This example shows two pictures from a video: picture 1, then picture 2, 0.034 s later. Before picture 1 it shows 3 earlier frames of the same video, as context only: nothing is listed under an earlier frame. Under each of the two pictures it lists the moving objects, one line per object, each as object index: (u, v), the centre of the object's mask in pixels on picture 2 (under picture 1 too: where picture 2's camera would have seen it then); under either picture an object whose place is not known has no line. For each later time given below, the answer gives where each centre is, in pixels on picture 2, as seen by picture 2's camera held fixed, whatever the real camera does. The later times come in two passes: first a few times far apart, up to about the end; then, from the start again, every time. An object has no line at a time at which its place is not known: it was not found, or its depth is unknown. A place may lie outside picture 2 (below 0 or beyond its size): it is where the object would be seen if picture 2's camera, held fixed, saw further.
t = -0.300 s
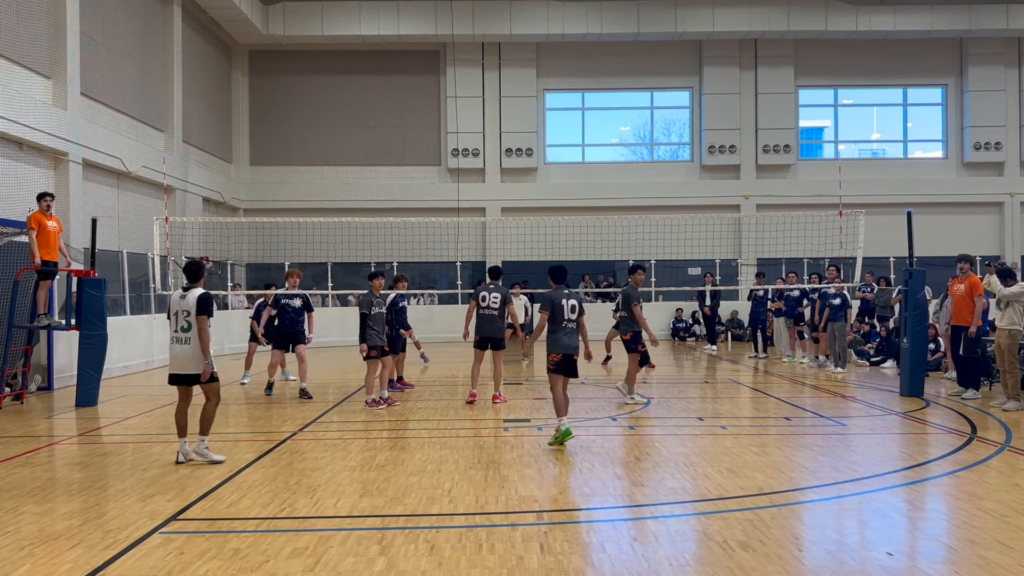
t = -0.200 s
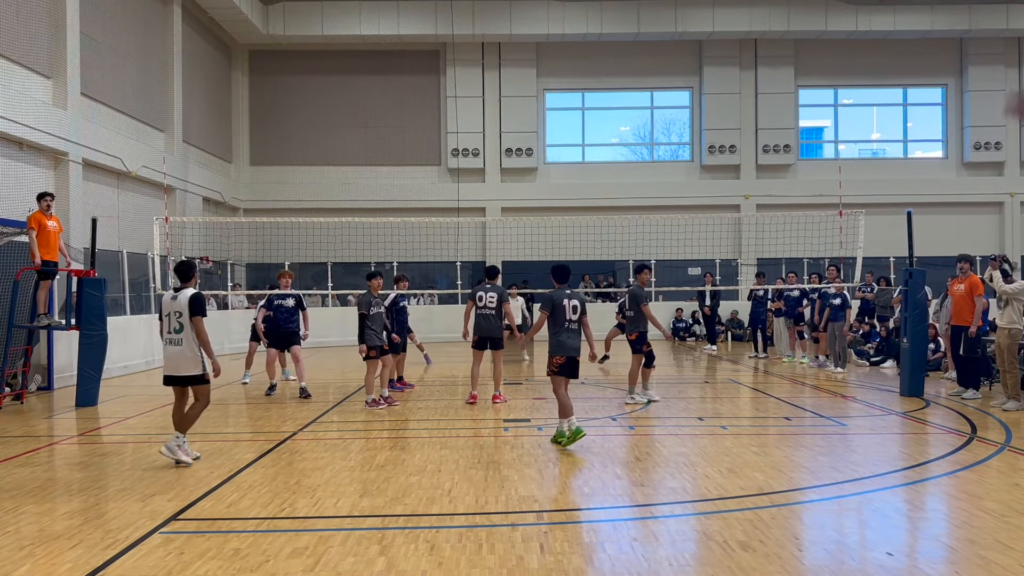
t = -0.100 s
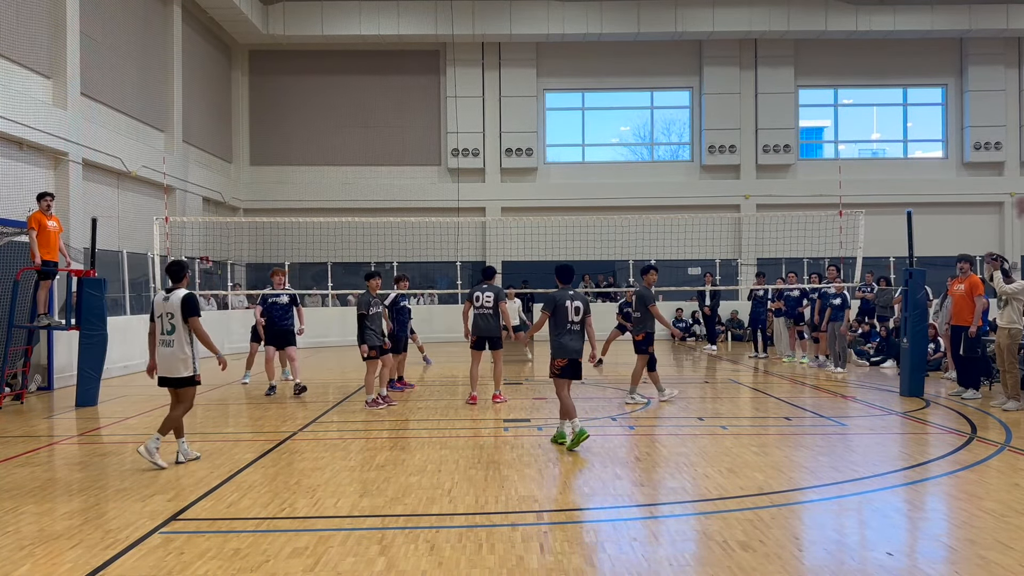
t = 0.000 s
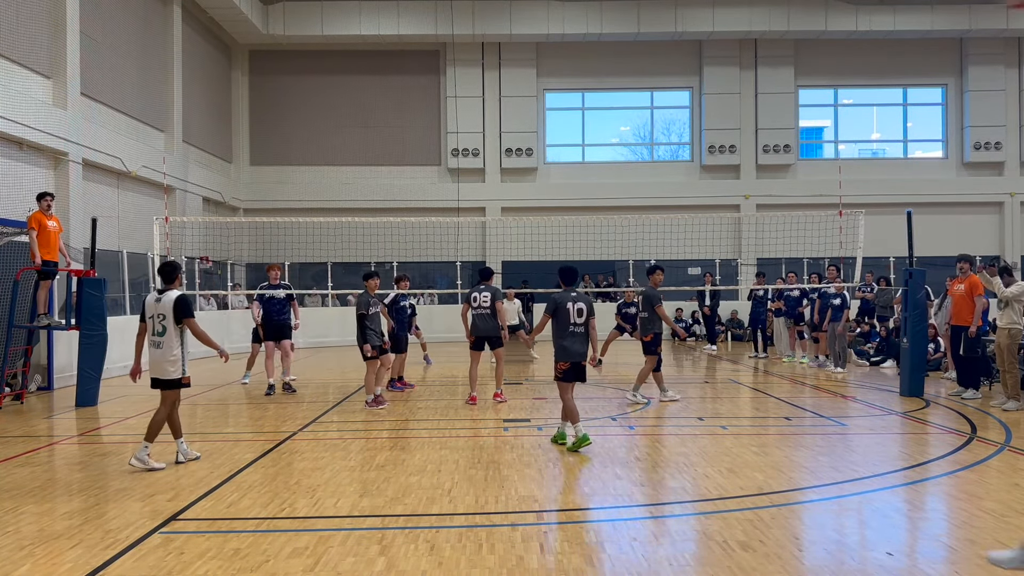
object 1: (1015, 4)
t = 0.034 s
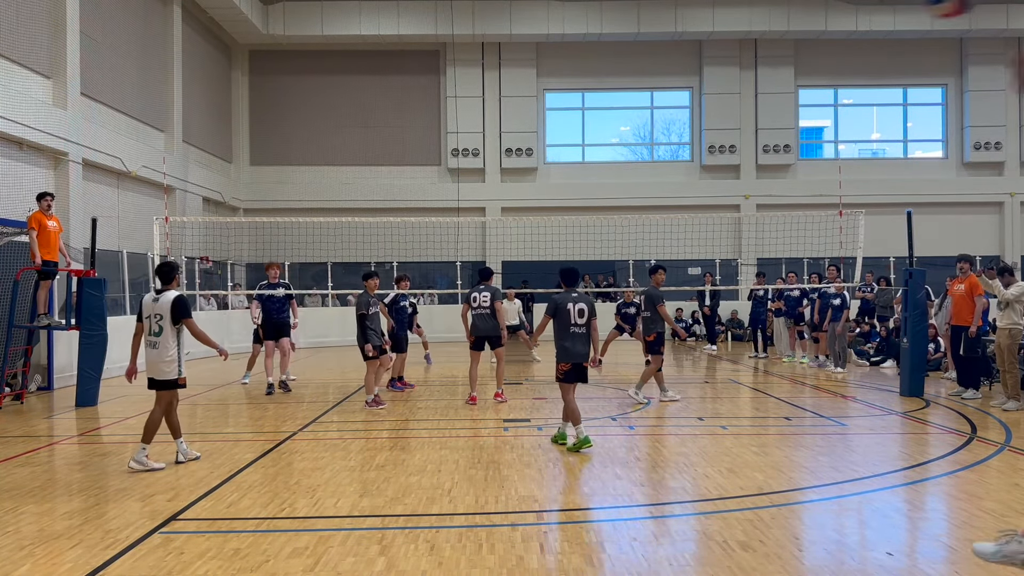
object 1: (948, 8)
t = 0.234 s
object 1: (738, 52)
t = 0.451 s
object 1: (645, 110)
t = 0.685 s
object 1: (592, 175)
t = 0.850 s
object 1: (569, 224)
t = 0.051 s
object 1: (918, 10)
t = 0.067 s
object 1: (893, 12)
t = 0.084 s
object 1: (871, 15)
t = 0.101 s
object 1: (850, 17)
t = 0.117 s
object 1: (832, 21)
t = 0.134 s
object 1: (815, 26)
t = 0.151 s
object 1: (799, 31)
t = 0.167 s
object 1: (785, 35)
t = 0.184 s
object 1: (770, 40)
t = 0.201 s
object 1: (758, 43)
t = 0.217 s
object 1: (748, 48)
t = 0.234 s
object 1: (738, 52)
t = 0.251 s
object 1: (729, 57)
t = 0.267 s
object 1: (719, 61)
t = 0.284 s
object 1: (711, 66)
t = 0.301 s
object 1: (703, 71)
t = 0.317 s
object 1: (695, 75)
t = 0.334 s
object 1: (688, 79)
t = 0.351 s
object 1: (681, 84)
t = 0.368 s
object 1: (674, 88)
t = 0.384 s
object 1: (667, 93)
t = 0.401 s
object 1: (661, 97)
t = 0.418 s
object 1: (655, 101)
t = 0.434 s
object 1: (650, 106)
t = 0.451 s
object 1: (645, 110)
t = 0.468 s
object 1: (640, 115)
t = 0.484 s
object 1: (635, 119)
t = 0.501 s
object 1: (630, 123)
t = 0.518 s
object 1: (626, 128)
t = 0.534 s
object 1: (622, 133)
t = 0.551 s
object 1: (618, 137)
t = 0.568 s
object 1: (614, 142)
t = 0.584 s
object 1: (611, 146)
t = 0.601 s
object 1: (607, 151)
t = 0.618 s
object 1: (604, 156)
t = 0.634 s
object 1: (600, 160)
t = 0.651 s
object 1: (597, 165)
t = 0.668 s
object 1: (595, 170)
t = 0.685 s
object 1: (592, 175)
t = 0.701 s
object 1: (589, 179)
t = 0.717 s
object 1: (587, 184)
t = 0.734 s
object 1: (585, 189)
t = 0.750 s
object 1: (582, 194)
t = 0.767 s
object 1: (580, 198)
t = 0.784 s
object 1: (578, 203)
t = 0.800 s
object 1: (575, 208)
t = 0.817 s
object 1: (574, 212)
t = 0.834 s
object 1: (571, 218)
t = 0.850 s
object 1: (569, 224)
